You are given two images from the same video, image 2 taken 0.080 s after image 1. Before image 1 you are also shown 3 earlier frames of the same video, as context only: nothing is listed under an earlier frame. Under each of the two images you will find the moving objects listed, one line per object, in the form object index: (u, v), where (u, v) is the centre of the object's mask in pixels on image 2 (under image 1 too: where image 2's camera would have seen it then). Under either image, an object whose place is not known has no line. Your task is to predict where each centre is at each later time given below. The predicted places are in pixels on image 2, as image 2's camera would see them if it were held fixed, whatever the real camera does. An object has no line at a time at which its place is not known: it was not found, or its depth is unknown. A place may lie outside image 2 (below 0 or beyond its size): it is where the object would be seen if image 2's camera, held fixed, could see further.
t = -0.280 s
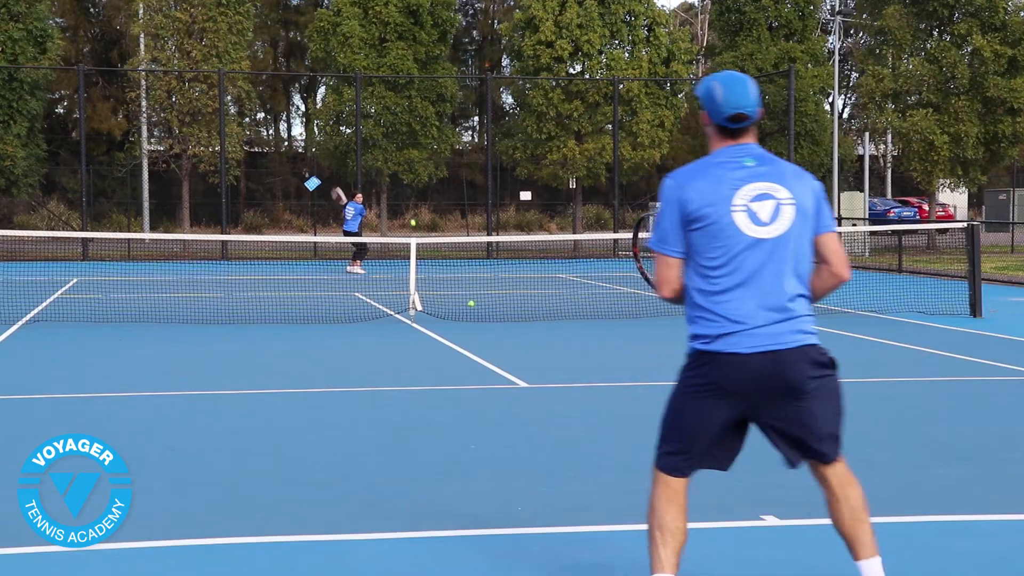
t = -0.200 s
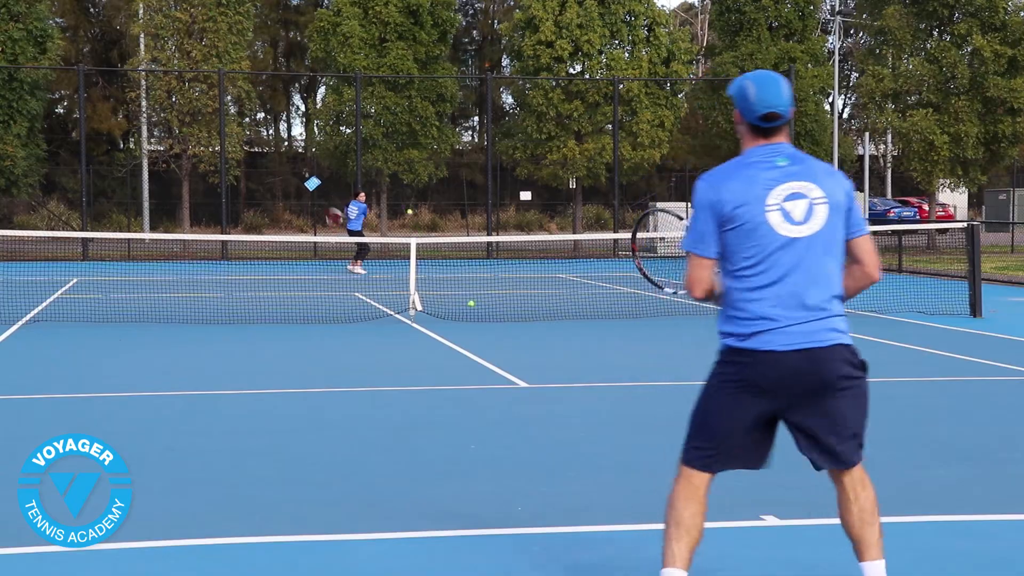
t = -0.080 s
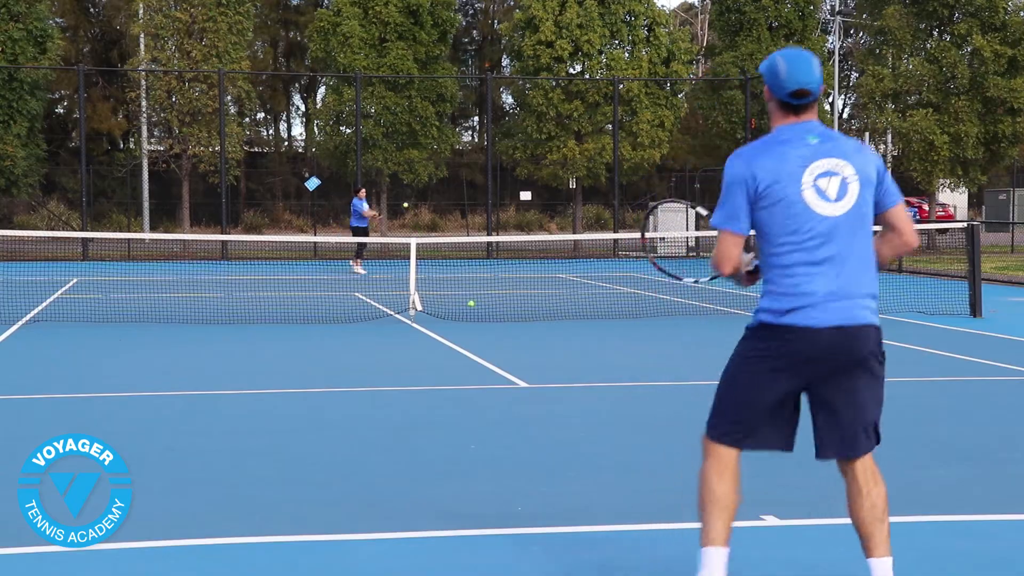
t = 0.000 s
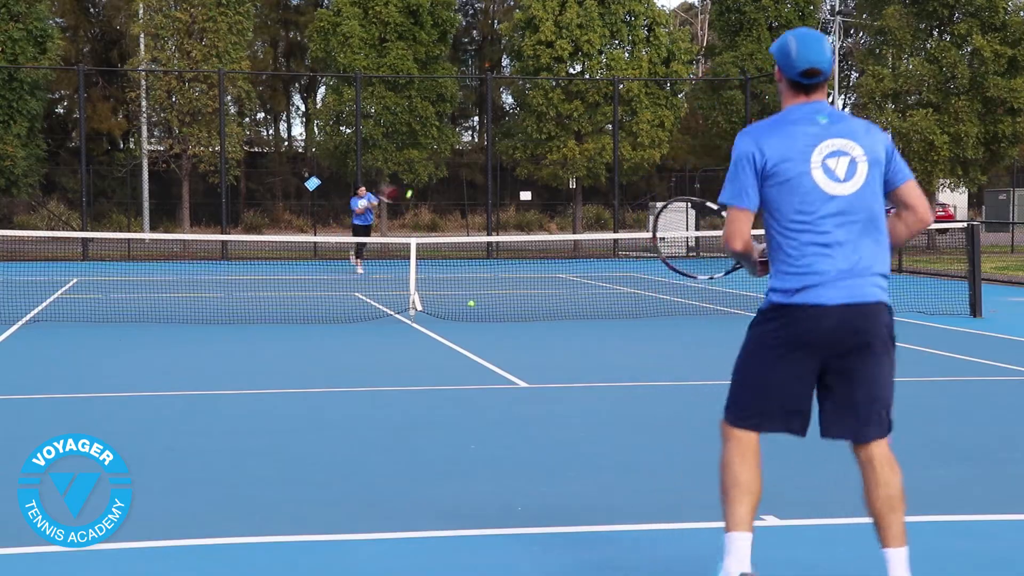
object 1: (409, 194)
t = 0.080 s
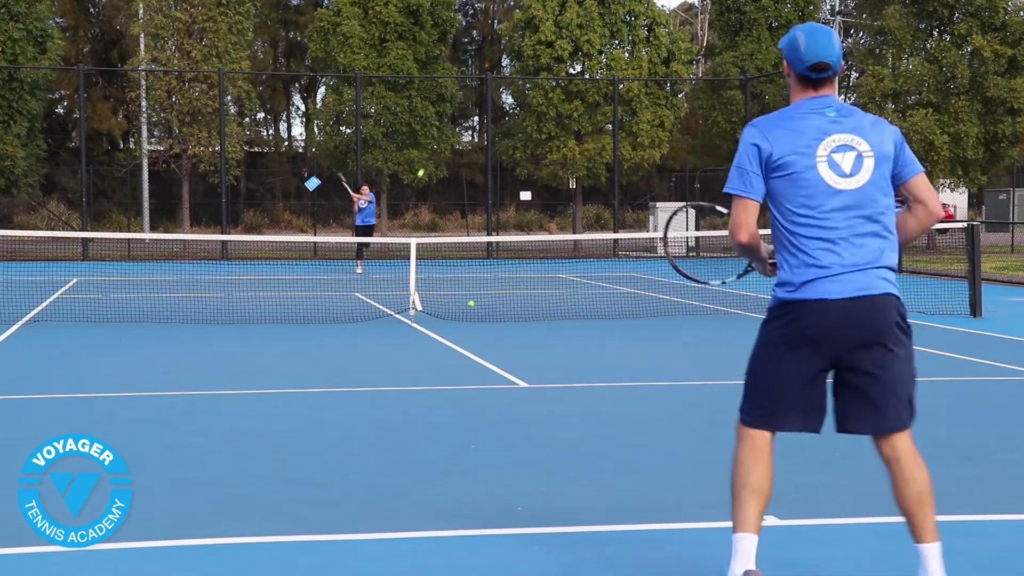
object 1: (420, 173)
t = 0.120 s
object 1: (427, 163)
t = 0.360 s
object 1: (481, 122)
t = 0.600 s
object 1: (570, 127)
